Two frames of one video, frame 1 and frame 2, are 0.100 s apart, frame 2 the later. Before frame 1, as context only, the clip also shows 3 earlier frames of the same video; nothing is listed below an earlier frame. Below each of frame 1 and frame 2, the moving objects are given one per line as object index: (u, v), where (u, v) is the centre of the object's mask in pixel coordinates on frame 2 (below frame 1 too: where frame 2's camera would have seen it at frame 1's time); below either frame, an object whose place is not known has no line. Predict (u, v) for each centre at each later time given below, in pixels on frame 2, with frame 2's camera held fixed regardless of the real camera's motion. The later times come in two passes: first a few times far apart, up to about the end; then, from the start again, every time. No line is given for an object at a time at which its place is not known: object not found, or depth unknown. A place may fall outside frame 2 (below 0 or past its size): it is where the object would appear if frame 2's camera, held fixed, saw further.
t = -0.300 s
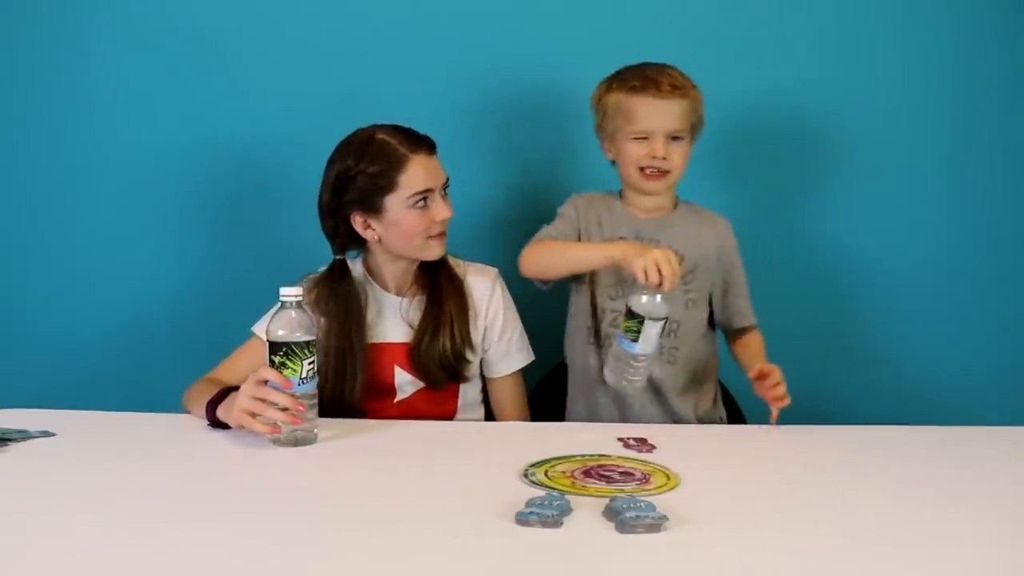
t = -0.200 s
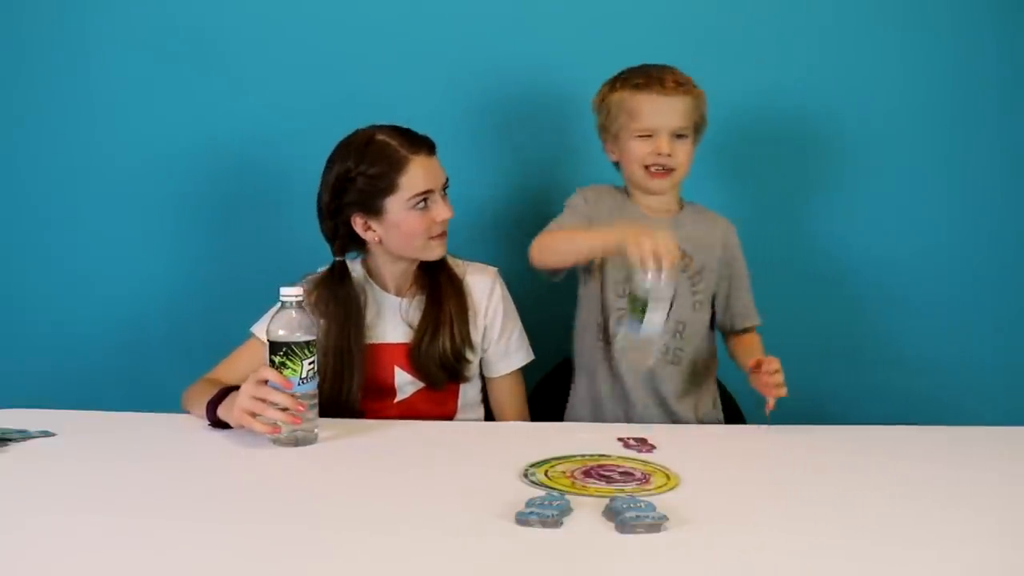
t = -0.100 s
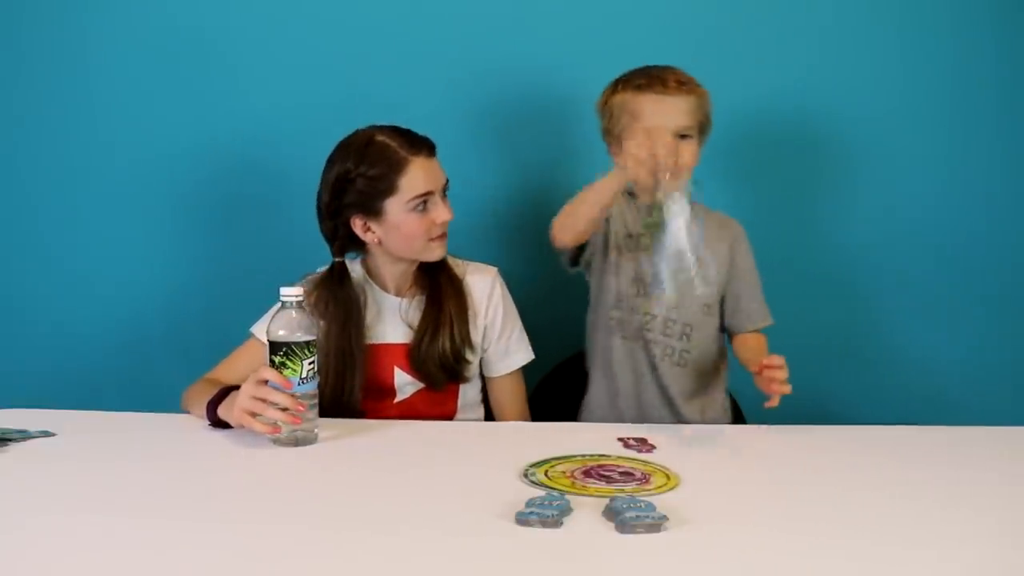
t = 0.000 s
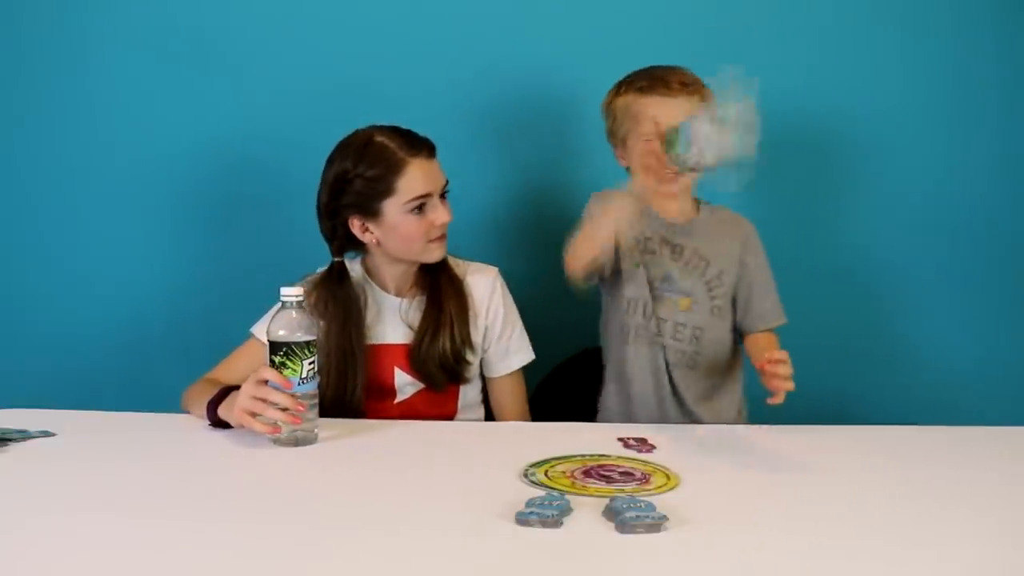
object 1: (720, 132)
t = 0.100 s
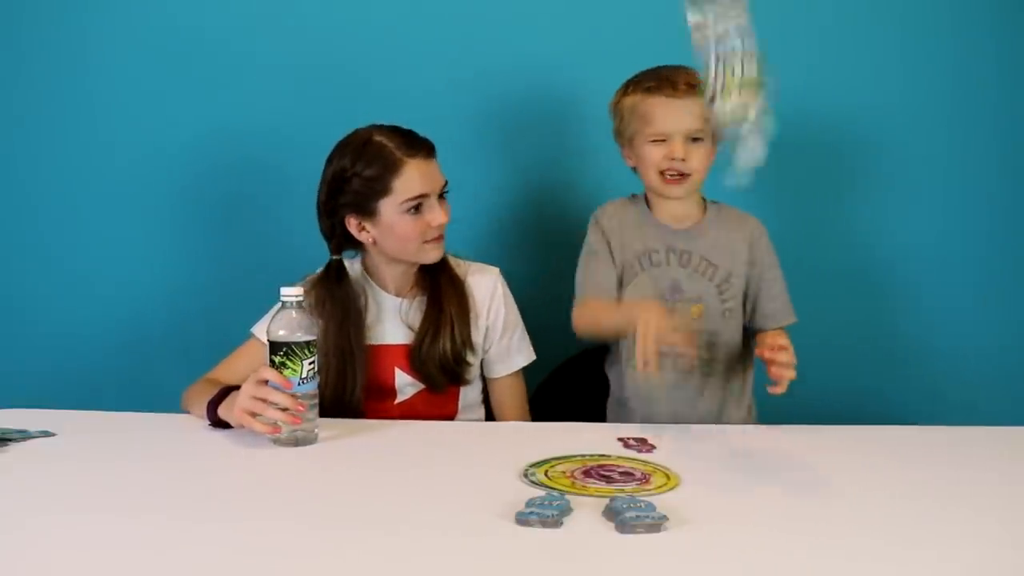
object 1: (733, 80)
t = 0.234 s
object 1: (735, 44)
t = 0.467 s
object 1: (741, 423)
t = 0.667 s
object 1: (742, 484)
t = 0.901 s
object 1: (776, 528)
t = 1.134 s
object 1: (809, 530)
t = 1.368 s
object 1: (836, 531)
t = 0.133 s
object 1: (741, 59)
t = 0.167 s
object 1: (743, 35)
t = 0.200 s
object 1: (736, 30)
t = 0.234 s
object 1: (735, 44)
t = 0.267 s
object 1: (738, 68)
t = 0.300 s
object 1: (745, 107)
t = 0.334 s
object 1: (744, 164)
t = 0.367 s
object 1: (742, 230)
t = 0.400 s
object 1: (743, 313)
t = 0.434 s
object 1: (741, 422)
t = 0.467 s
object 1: (741, 423)
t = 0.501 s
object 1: (741, 428)
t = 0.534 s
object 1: (741, 430)
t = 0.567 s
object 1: (742, 434)
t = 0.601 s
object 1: (743, 442)
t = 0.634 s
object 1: (744, 454)
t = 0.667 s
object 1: (742, 484)
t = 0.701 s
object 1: (745, 526)
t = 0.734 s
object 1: (749, 526)
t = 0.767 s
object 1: (753, 527)
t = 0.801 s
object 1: (760, 527)
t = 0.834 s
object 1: (766, 527)
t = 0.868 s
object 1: (772, 528)
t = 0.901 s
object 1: (776, 528)
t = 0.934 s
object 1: (780, 528)
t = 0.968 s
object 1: (785, 528)
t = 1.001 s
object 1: (791, 529)
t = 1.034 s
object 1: (797, 529)
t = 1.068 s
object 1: (802, 529)
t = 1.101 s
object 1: (806, 529)
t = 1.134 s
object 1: (809, 530)
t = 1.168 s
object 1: (812, 530)
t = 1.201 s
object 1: (817, 530)
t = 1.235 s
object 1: (822, 530)
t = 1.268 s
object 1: (828, 531)
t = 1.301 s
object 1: (832, 531)
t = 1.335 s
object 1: (834, 531)
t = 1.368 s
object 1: (836, 531)
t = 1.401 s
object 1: (838, 531)
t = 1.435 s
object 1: (841, 531)
